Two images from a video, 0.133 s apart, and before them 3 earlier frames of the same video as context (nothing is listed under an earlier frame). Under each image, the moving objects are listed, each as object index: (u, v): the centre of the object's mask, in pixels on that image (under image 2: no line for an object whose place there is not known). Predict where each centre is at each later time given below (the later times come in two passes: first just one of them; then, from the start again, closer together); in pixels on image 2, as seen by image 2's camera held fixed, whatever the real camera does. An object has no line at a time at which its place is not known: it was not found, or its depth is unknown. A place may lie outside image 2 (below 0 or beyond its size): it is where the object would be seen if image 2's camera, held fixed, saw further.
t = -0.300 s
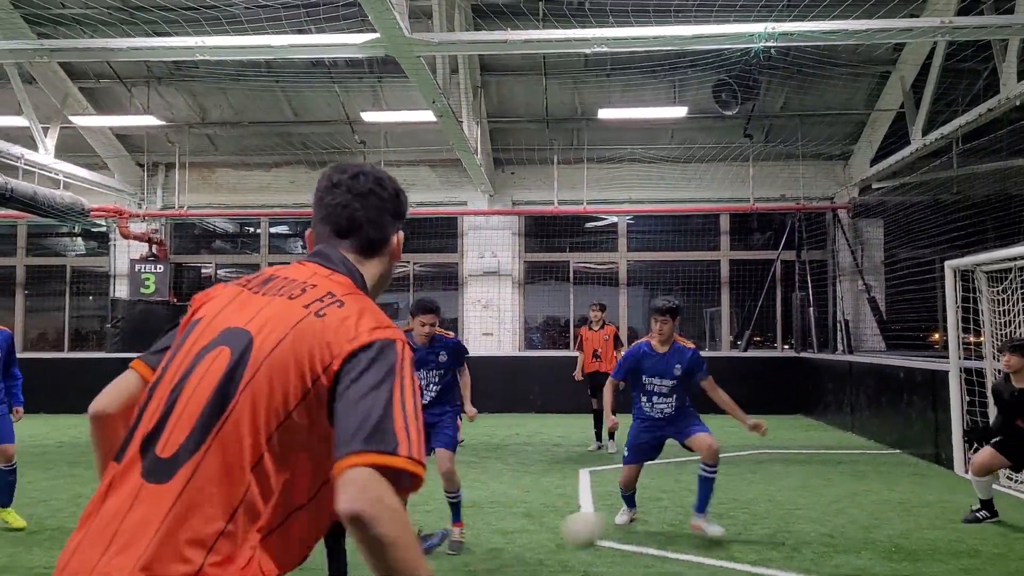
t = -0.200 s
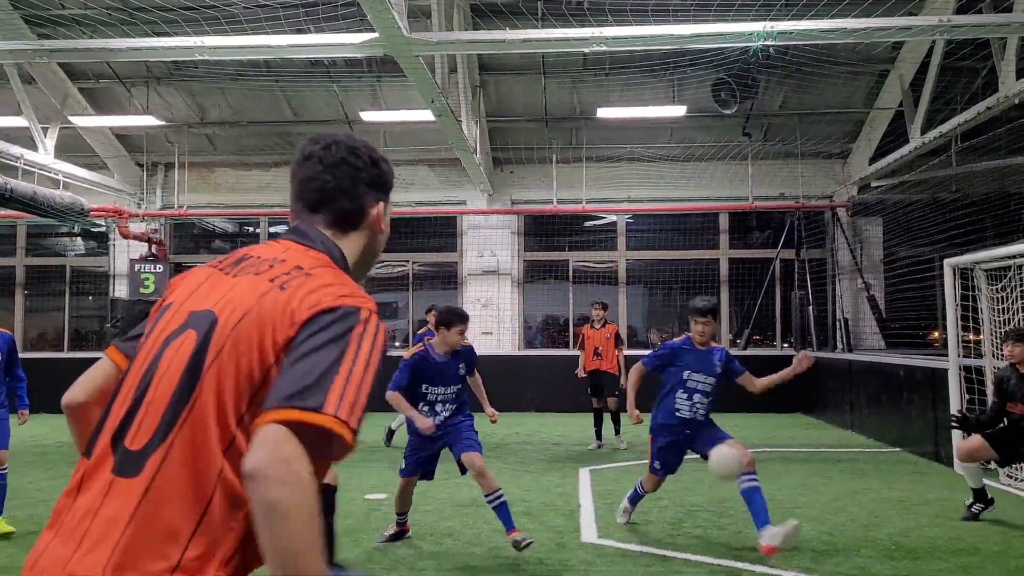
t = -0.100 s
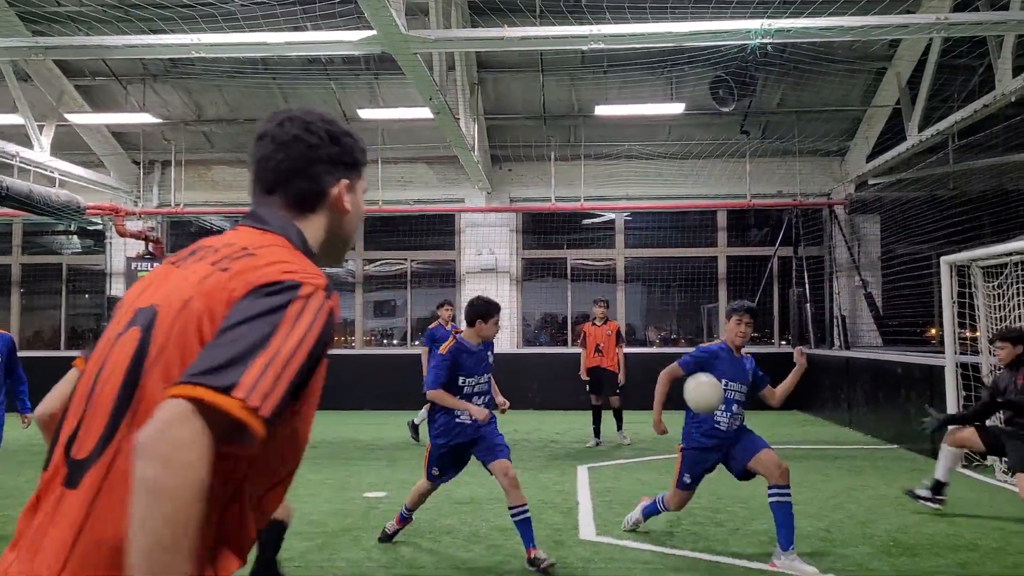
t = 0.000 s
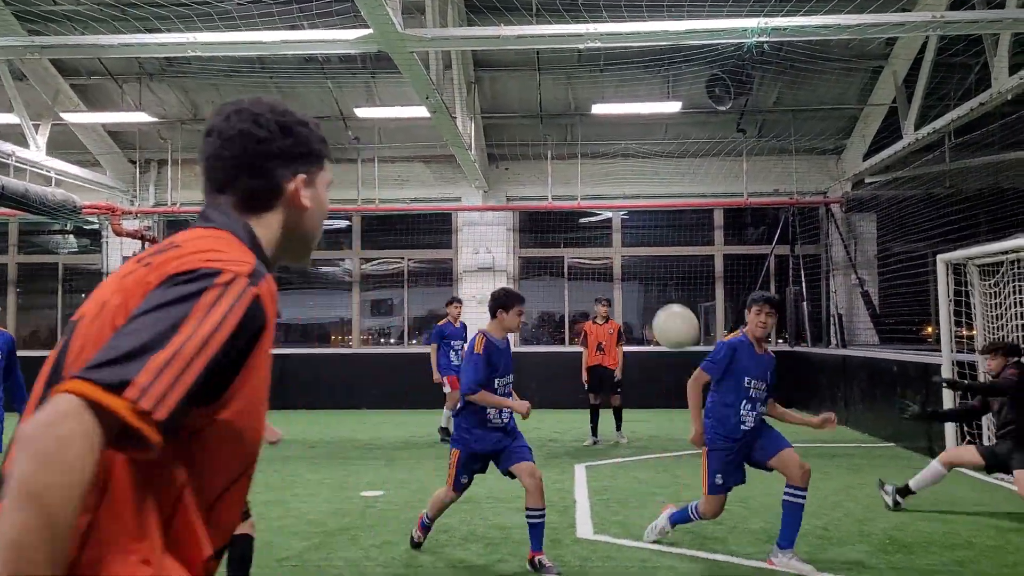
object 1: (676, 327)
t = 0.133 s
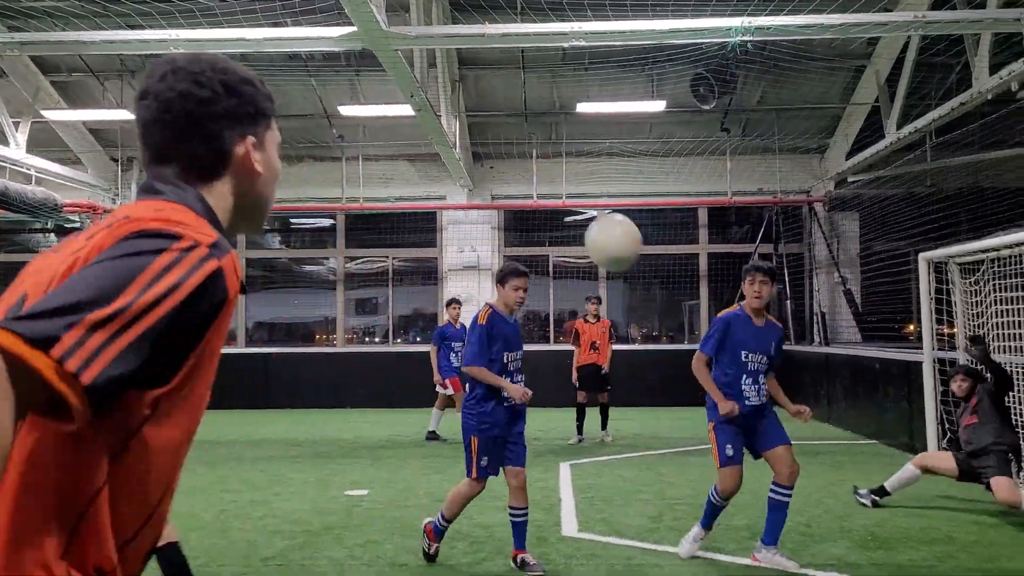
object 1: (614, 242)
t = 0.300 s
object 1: (510, 151)
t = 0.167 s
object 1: (599, 221)
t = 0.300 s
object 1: (510, 151)
